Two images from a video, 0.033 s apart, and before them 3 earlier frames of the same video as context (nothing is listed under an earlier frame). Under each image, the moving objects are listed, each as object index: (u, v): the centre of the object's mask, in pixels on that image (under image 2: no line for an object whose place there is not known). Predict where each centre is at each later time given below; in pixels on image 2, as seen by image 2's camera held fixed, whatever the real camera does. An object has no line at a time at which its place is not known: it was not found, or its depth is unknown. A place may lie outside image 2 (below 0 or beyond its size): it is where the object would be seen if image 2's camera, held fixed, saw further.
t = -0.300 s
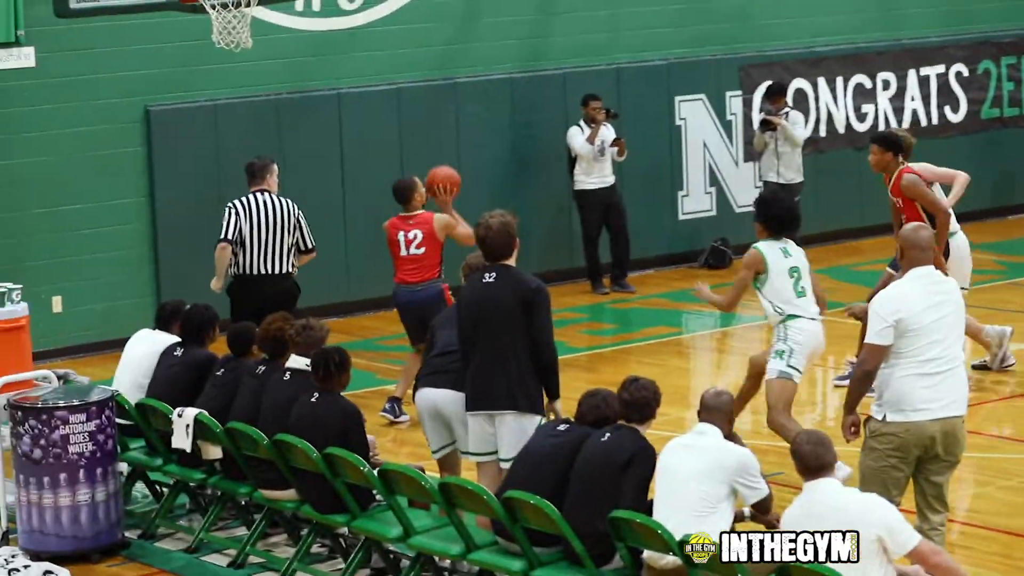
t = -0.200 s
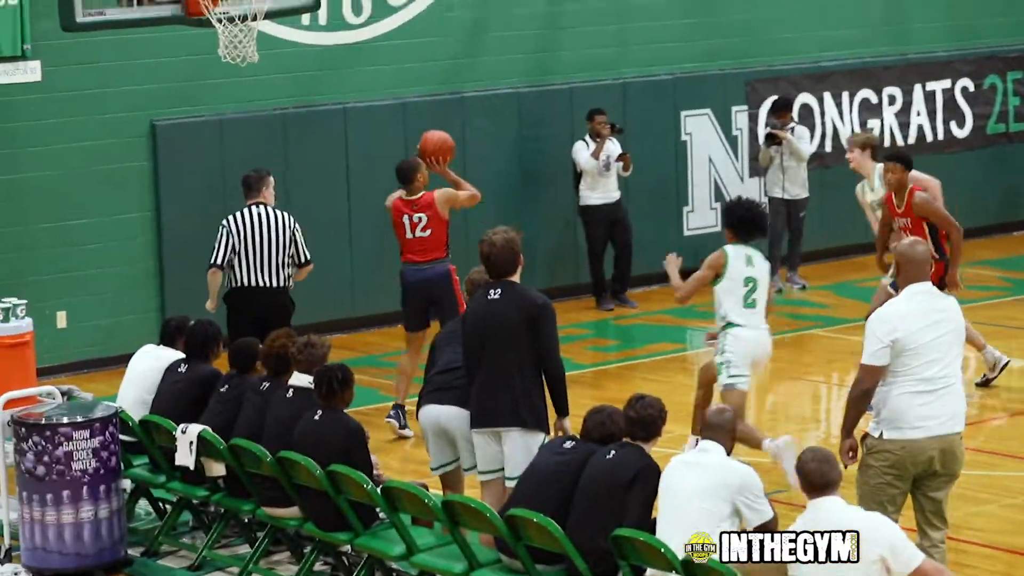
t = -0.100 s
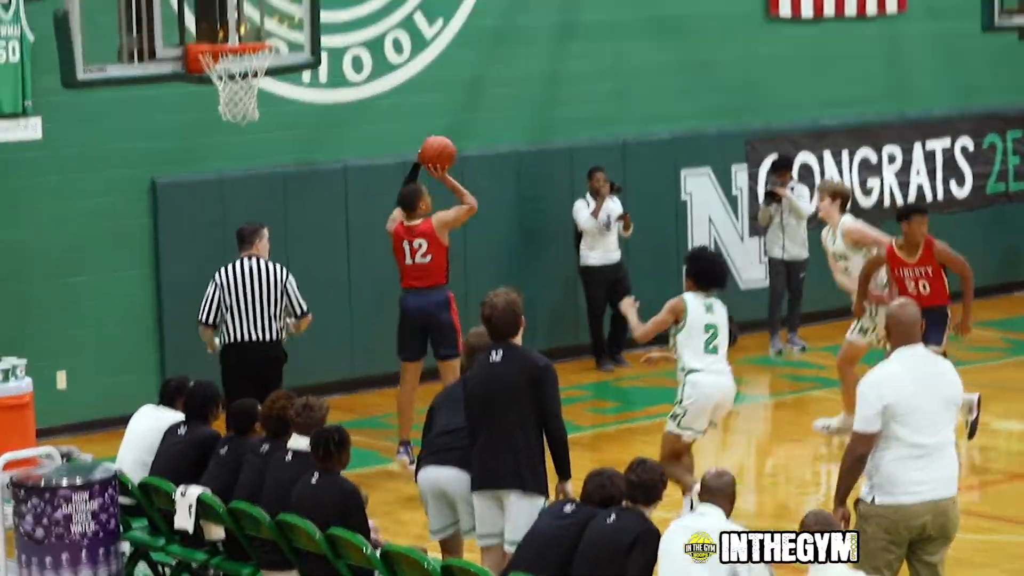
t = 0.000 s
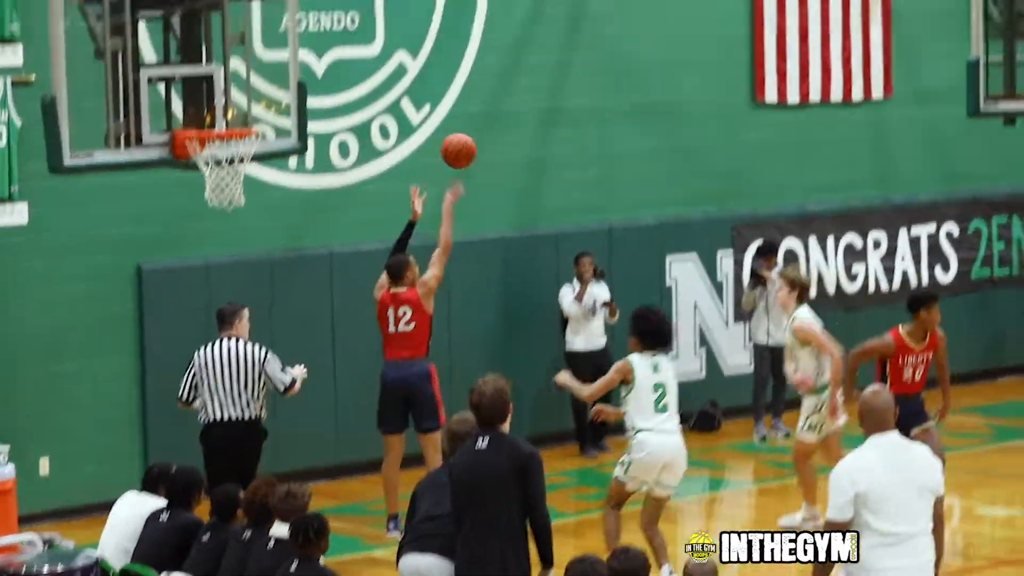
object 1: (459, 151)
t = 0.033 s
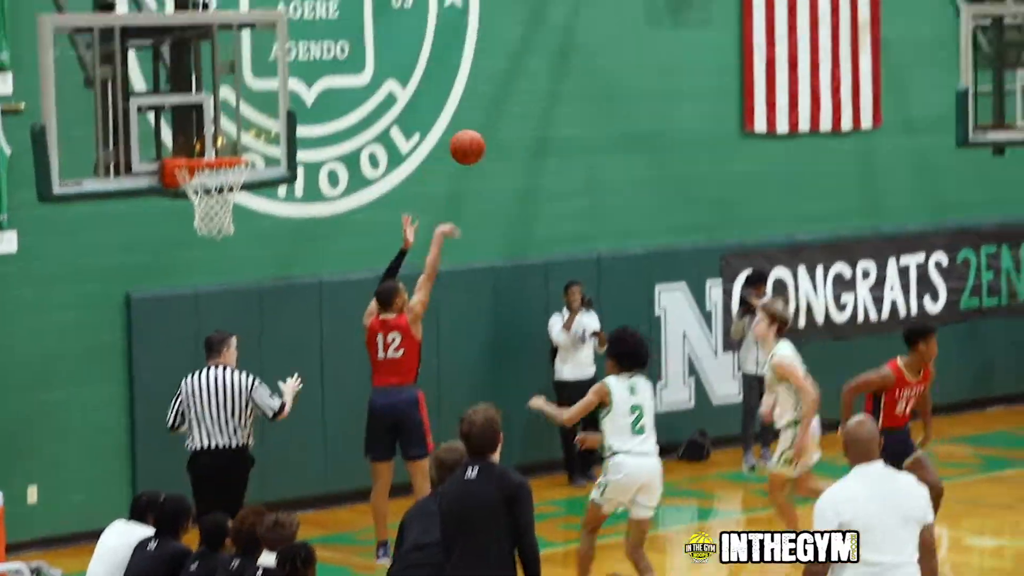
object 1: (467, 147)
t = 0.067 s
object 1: (487, 117)
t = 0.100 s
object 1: (506, 88)
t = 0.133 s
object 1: (526, 60)
